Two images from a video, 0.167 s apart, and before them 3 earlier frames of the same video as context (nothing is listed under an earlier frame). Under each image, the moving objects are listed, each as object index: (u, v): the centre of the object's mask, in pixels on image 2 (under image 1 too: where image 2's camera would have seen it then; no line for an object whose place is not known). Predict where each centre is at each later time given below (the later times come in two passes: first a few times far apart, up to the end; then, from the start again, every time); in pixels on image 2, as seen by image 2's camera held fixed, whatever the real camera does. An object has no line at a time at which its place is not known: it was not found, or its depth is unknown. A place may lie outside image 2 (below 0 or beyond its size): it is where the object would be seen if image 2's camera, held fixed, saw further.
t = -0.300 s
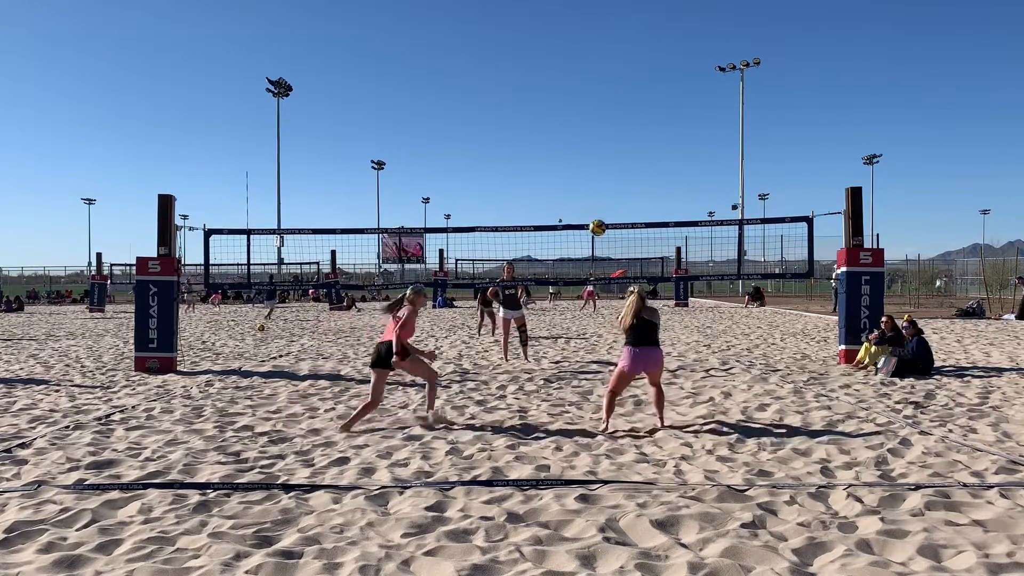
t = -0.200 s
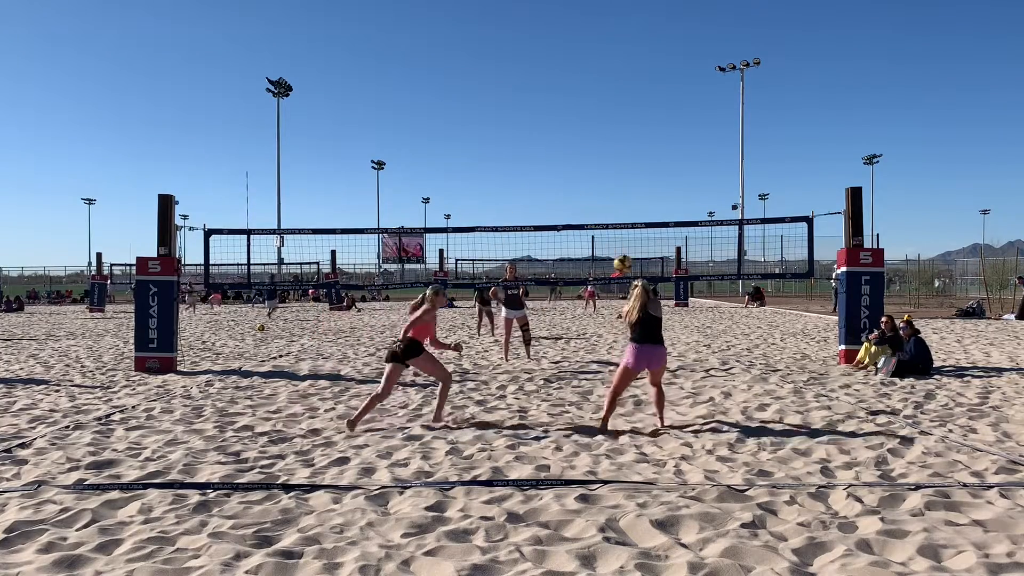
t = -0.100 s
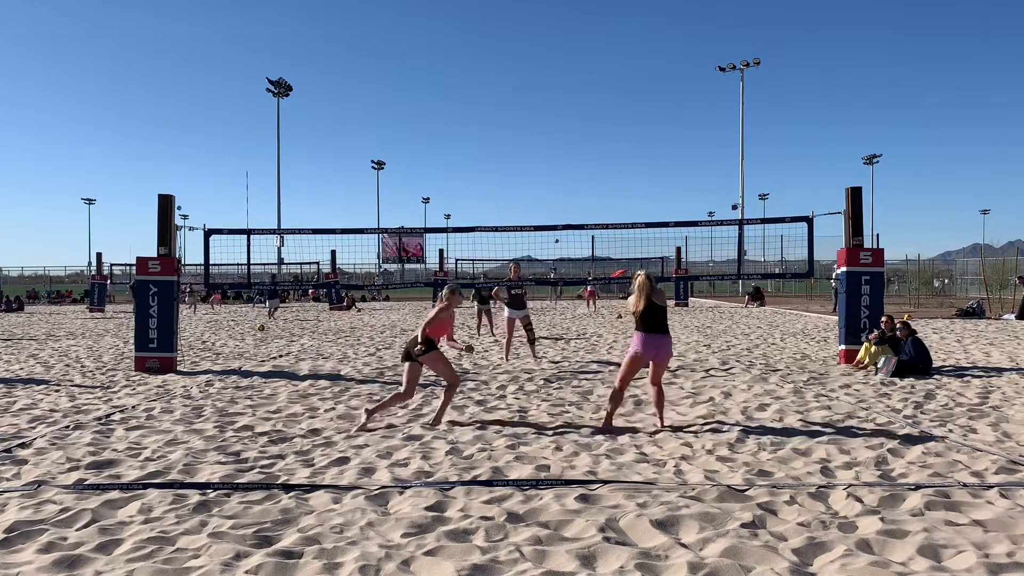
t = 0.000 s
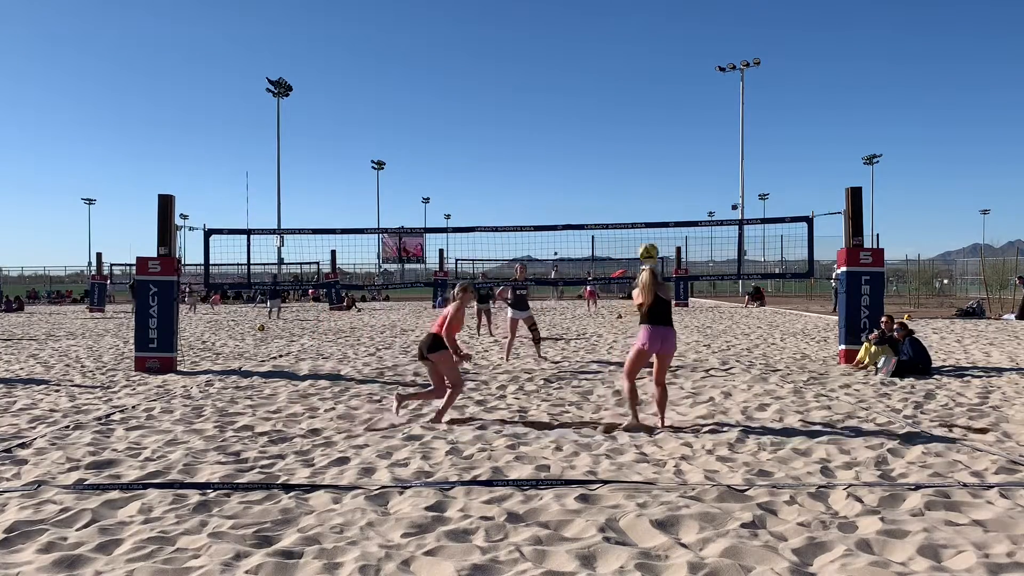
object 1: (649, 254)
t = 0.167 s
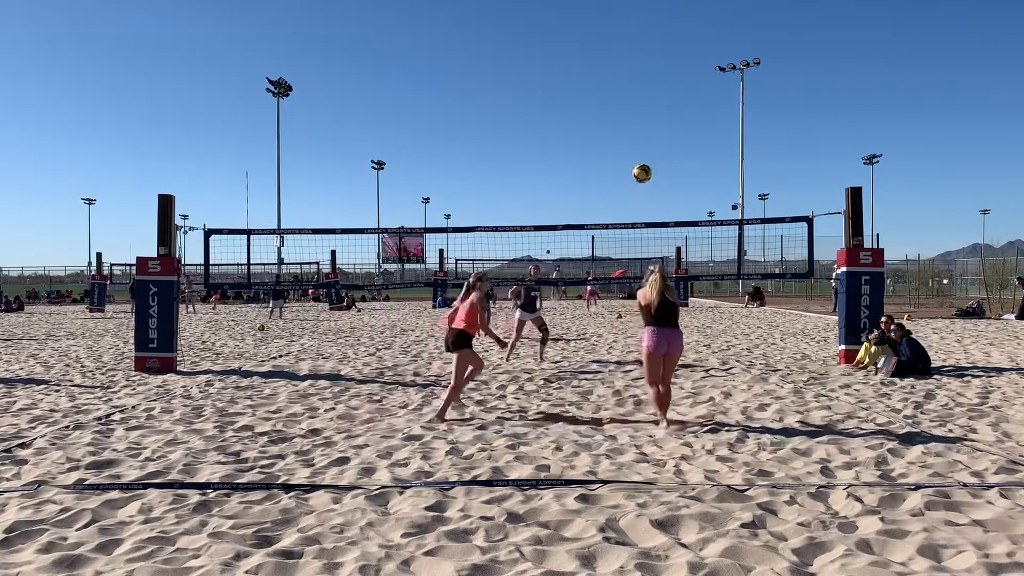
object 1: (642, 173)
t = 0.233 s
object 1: (640, 150)
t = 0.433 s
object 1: (635, 108)
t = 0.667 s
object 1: (629, 104)
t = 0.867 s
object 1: (625, 132)
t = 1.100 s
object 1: (622, 196)
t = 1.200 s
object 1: (621, 232)
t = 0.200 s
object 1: (641, 161)
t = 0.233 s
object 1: (640, 150)
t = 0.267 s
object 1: (639, 141)
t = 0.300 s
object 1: (638, 132)
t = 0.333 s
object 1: (637, 125)
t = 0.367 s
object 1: (636, 118)
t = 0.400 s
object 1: (635, 113)
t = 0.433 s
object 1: (635, 108)
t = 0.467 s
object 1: (634, 105)
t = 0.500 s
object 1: (633, 103)
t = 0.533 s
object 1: (632, 101)
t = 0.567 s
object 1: (631, 100)
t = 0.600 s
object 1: (630, 101)
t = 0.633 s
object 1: (630, 102)
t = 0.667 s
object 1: (629, 104)
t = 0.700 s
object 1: (628, 106)
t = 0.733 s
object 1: (628, 110)
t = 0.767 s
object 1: (627, 114)
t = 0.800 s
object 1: (626, 119)
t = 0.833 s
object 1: (626, 125)
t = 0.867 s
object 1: (625, 132)
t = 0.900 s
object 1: (624, 139)
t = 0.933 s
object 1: (624, 147)
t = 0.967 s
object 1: (623, 155)
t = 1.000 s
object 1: (623, 164)
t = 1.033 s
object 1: (623, 174)
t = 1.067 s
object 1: (623, 185)
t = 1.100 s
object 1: (622, 196)
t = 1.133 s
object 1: (622, 207)
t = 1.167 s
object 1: (622, 218)
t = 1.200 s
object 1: (621, 232)
